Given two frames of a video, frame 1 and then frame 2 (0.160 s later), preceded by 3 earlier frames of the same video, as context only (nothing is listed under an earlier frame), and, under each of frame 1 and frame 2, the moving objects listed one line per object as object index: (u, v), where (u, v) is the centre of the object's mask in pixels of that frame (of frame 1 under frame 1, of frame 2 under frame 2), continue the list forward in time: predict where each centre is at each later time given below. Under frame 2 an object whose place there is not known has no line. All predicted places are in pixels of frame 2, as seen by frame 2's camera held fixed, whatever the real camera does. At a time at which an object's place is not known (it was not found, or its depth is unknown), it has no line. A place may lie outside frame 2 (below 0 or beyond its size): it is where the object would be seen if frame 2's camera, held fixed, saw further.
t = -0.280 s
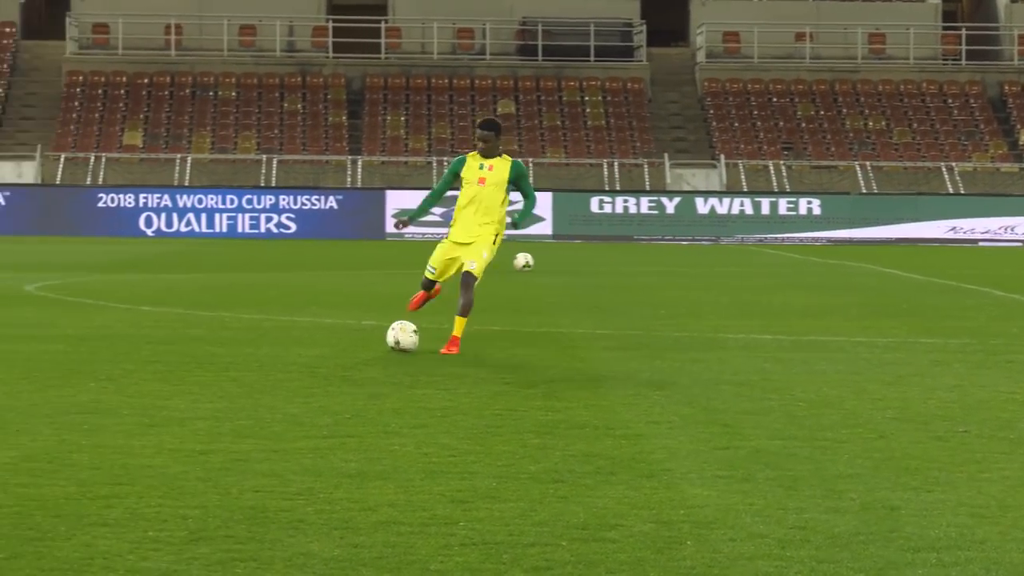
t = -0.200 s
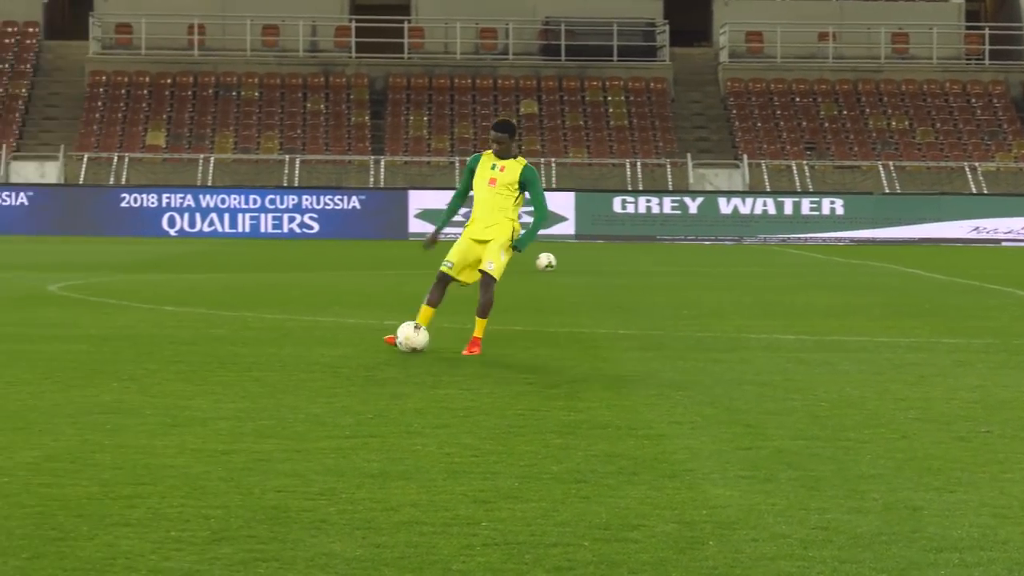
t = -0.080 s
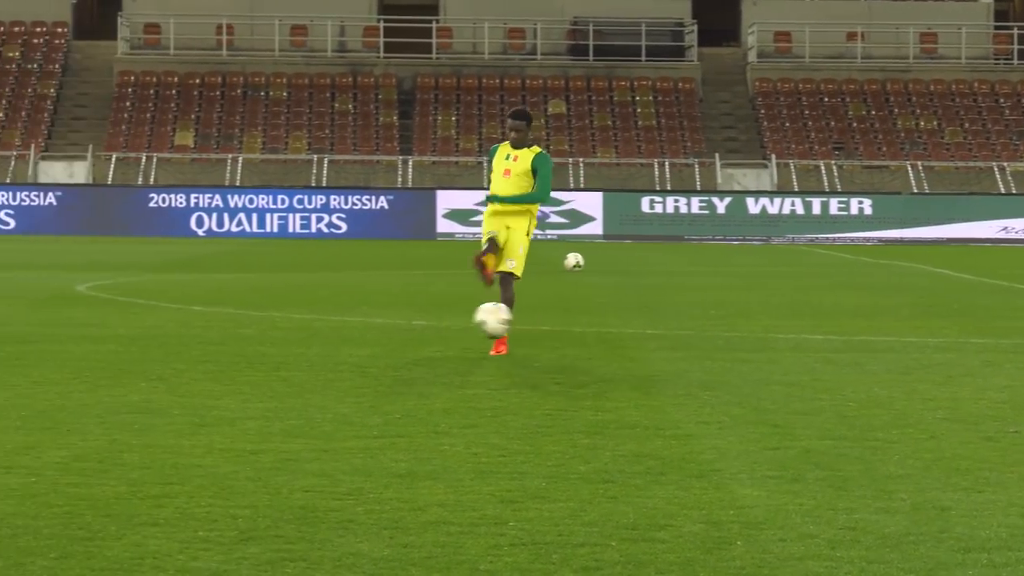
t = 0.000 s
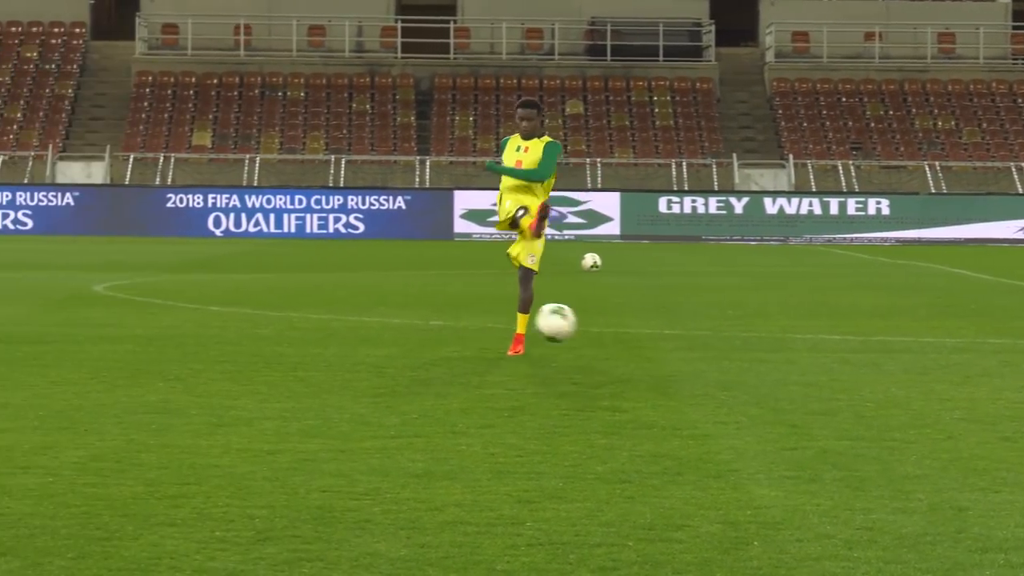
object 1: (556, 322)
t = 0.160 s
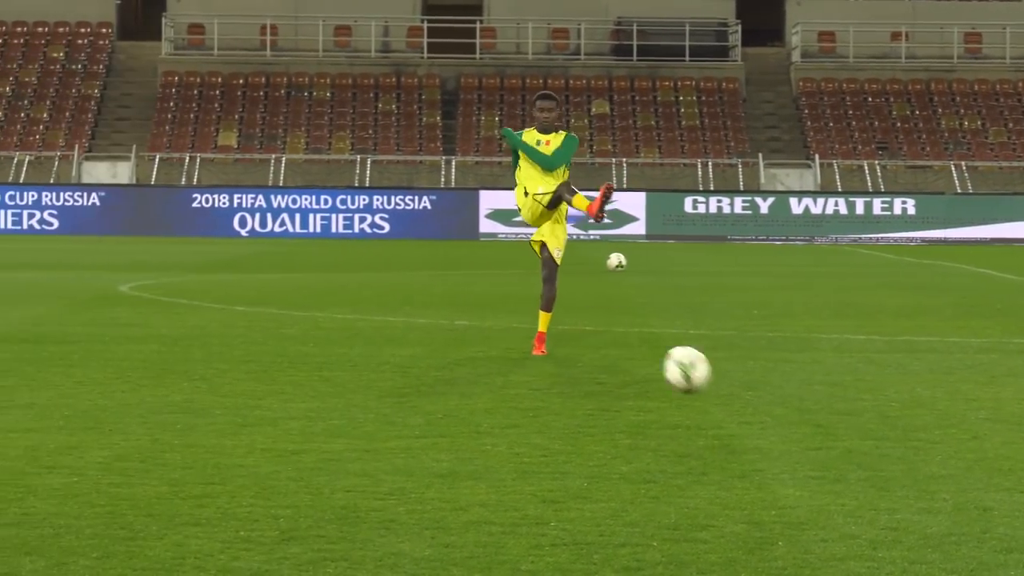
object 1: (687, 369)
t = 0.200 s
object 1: (719, 394)
